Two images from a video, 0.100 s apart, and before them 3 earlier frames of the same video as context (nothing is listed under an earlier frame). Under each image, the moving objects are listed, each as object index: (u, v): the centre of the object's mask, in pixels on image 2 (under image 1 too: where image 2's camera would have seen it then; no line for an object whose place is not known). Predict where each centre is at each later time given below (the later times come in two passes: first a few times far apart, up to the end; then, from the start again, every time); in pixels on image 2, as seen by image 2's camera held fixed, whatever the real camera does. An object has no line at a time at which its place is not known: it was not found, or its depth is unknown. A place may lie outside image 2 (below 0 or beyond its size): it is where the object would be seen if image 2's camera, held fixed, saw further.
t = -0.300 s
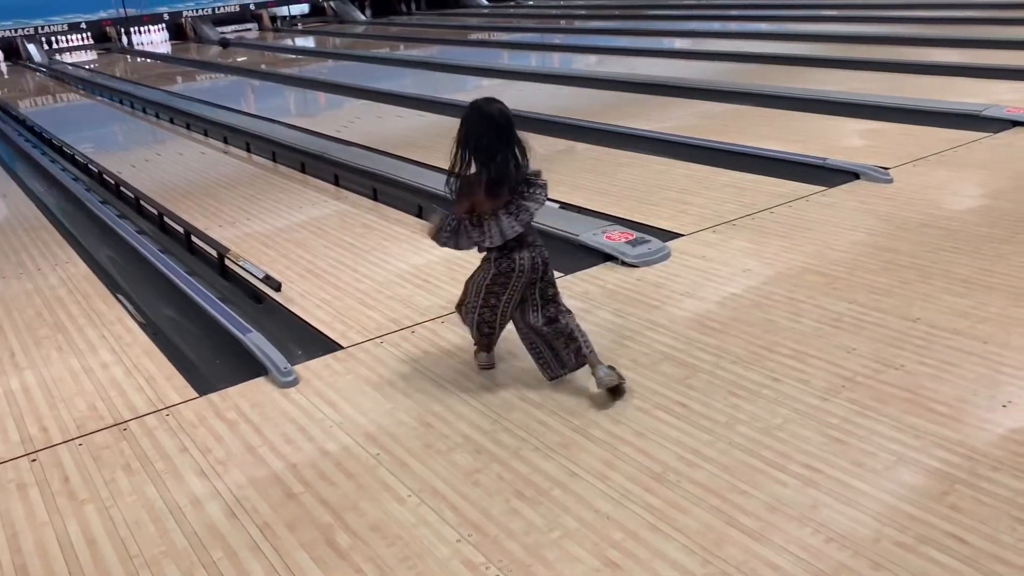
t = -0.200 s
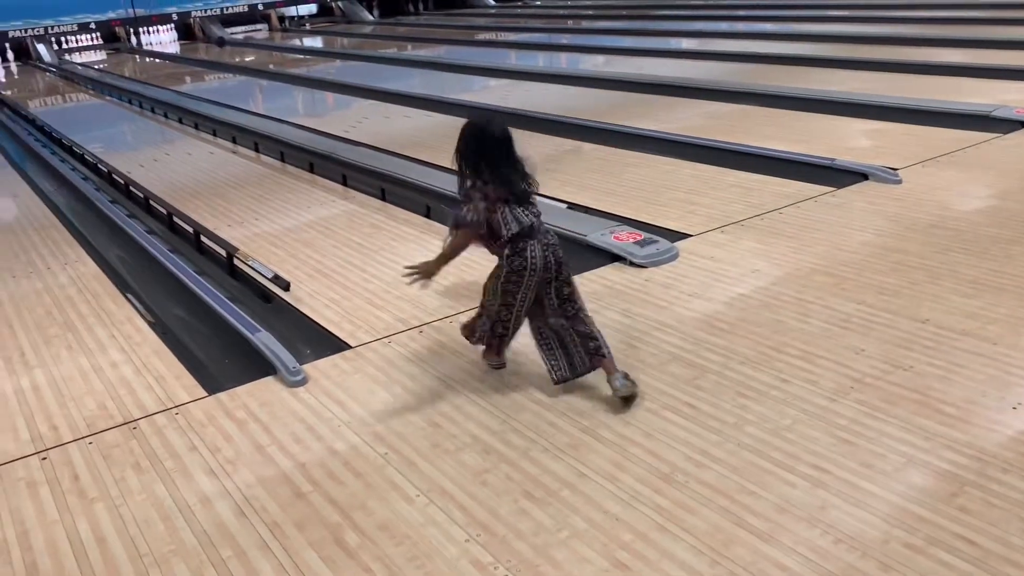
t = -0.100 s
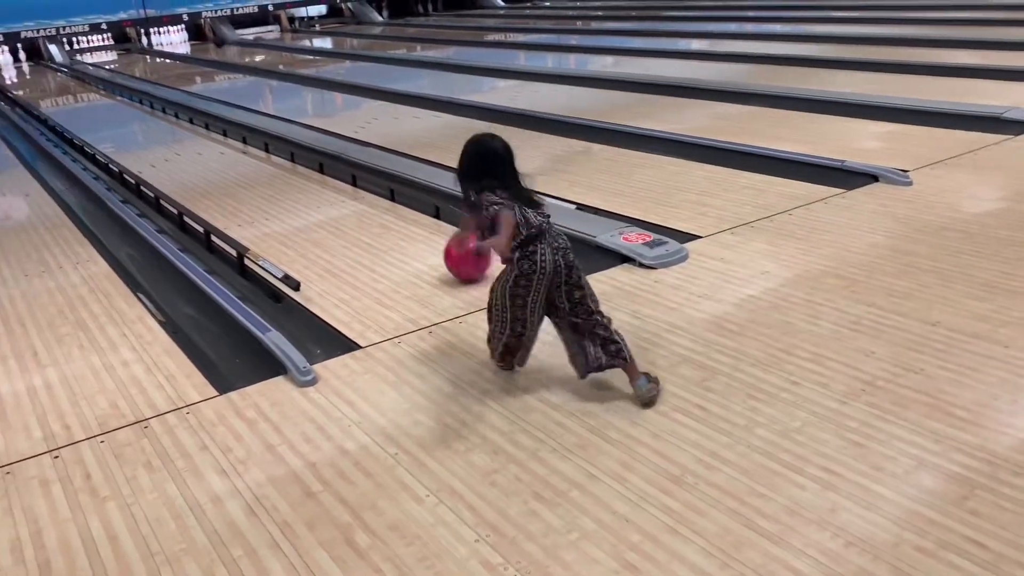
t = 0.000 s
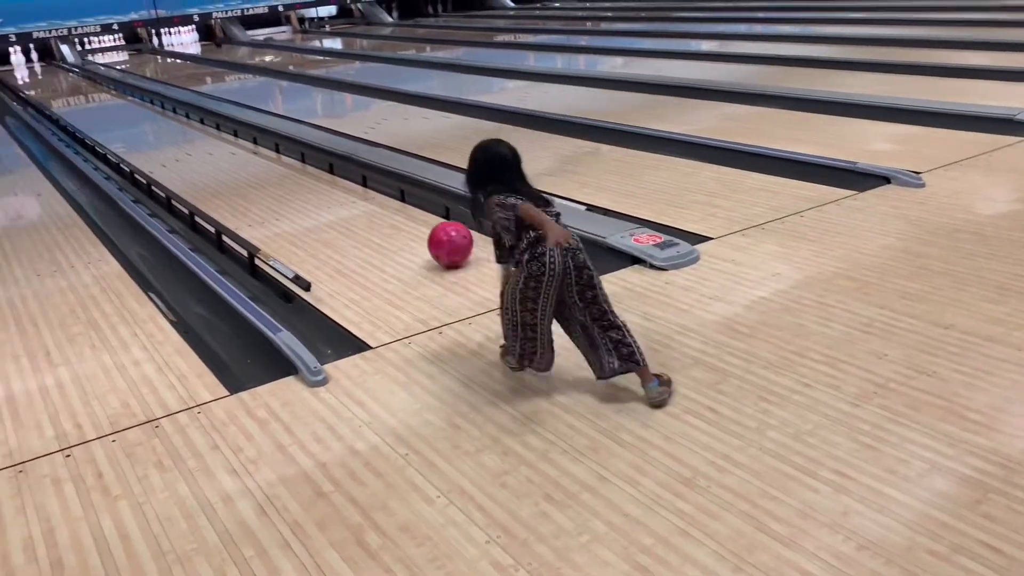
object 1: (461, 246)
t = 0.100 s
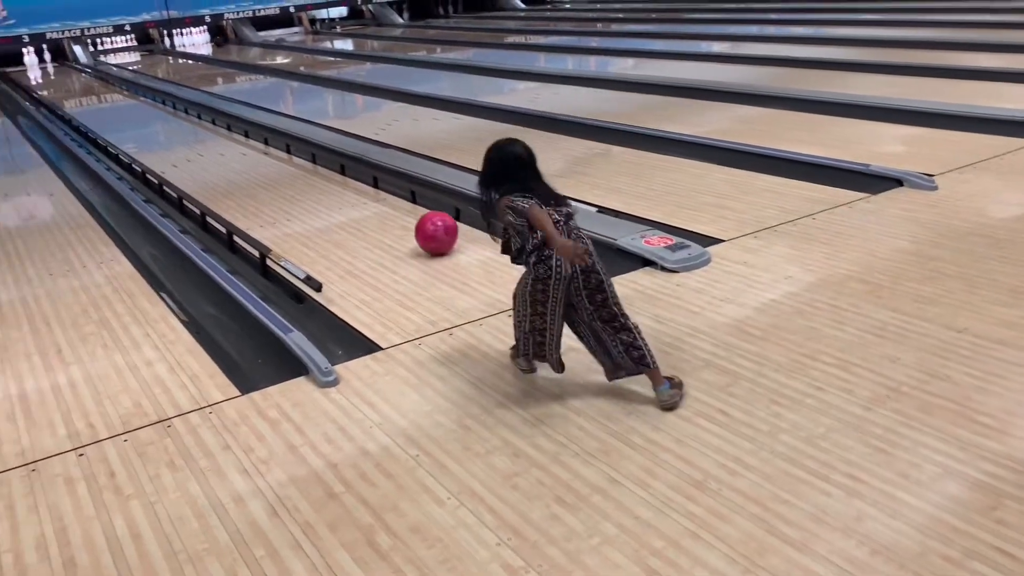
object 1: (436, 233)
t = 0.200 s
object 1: (414, 222)
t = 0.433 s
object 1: (371, 200)
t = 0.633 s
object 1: (341, 184)
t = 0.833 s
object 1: (315, 171)
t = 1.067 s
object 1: (290, 157)
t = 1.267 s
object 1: (272, 148)
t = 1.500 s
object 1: (253, 138)
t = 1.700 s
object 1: (240, 131)
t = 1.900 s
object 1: (227, 125)
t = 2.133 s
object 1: (210, 120)
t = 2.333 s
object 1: (198, 116)
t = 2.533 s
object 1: (187, 112)
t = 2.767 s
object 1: (178, 108)
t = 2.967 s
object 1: (170, 105)
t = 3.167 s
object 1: (164, 102)
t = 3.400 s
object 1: (157, 99)
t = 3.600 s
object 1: (152, 97)
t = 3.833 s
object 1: (145, 94)
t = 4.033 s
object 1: (140, 92)
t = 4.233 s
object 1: (135, 90)
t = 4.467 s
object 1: (129, 88)
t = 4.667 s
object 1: (123, 86)
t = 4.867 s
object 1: (119, 85)
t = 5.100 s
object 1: (114, 83)
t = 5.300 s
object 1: (109, 81)
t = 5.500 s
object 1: (105, 80)
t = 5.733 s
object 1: (101, 78)
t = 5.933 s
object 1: (97, 77)
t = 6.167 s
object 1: (93, 75)
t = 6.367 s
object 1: (89, 74)
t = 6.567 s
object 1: (86, 72)
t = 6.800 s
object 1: (83, 71)
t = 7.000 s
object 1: (79, 70)
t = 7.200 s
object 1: (77, 69)
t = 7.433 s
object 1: (75, 67)
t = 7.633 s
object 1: (72, 67)
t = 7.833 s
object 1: (69, 66)
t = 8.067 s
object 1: (65, 65)
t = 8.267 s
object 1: (63, 63)
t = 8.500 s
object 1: (60, 63)
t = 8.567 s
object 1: (59, 62)
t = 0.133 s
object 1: (429, 229)
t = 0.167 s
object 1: (422, 225)
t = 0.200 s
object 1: (414, 222)
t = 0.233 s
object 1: (408, 218)
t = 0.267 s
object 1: (401, 215)
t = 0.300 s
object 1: (395, 212)
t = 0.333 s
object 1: (388, 208)
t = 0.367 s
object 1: (382, 205)
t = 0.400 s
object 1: (377, 202)
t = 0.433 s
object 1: (371, 200)
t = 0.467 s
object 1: (366, 197)
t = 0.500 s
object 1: (360, 194)
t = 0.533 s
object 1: (355, 191)
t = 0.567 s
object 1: (350, 189)
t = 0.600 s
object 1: (345, 186)
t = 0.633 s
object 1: (341, 184)
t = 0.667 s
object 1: (336, 182)
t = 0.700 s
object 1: (331, 179)
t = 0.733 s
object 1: (327, 177)
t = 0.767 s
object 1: (323, 175)
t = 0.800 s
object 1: (319, 173)
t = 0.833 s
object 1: (315, 171)
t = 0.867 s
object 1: (311, 169)
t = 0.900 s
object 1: (307, 167)
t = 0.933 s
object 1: (304, 165)
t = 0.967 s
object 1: (300, 163)
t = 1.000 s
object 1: (297, 161)
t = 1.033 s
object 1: (293, 159)
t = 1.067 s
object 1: (290, 157)
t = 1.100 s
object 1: (287, 155)
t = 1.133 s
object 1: (284, 154)
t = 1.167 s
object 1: (281, 152)
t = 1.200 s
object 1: (278, 151)
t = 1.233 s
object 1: (275, 149)
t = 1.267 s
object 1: (272, 148)
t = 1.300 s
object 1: (269, 146)
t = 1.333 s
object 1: (266, 145)
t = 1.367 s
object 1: (264, 143)
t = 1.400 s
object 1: (261, 142)
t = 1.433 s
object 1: (258, 141)
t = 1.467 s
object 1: (256, 139)
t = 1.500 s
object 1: (253, 138)
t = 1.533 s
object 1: (251, 137)
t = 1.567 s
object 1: (249, 136)
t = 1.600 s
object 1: (246, 134)
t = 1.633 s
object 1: (244, 133)
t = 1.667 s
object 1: (242, 132)
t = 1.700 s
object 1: (240, 131)
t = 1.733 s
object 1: (237, 130)
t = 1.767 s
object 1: (236, 129)
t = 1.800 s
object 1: (234, 128)
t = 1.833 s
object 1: (232, 127)
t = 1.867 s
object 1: (229, 126)
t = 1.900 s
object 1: (227, 125)
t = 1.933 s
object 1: (225, 124)
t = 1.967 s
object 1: (223, 124)
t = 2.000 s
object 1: (220, 123)
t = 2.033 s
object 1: (218, 122)
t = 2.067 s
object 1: (216, 122)
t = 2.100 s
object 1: (213, 121)
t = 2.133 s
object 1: (210, 120)
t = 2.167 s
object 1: (208, 119)
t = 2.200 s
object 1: (206, 118)
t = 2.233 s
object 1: (204, 118)
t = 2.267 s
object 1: (202, 117)
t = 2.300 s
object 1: (200, 116)
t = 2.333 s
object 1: (198, 116)
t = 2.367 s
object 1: (196, 115)
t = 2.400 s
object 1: (195, 114)
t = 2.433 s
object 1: (193, 114)
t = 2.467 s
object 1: (191, 113)
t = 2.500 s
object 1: (189, 113)
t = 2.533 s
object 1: (187, 112)
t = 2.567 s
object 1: (186, 111)
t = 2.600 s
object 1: (184, 111)
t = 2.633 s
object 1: (183, 110)
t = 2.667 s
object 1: (181, 110)
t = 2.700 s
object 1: (179, 109)
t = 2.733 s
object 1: (178, 109)
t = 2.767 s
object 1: (178, 108)
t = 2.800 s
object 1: (176, 108)
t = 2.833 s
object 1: (174, 107)
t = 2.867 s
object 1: (173, 106)
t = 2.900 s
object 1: (172, 106)
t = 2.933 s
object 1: (171, 106)
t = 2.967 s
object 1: (170, 105)
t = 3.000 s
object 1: (169, 104)
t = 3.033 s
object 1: (168, 104)
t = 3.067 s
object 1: (167, 104)
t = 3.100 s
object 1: (166, 103)
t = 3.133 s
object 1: (164, 102)
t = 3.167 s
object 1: (164, 102)
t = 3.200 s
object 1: (162, 102)
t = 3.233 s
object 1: (162, 101)
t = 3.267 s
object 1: (161, 101)
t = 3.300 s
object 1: (160, 101)
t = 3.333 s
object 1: (158, 100)
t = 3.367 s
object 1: (158, 100)
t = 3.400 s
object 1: (157, 99)
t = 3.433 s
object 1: (156, 99)
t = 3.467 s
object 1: (155, 98)
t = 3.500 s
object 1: (154, 98)
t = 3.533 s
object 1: (153, 98)
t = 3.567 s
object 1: (153, 98)
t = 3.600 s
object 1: (152, 97)
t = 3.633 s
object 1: (150, 97)
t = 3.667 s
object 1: (150, 96)
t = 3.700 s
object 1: (149, 96)
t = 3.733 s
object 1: (148, 95)
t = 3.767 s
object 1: (147, 95)
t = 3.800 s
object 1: (146, 94)
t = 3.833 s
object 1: (145, 94)
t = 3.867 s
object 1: (144, 94)
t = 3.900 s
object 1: (143, 93)
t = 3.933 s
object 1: (143, 93)
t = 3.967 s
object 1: (142, 93)
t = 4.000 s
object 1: (141, 92)
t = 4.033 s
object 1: (140, 92)
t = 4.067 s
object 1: (139, 92)
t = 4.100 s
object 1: (138, 91)
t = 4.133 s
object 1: (137, 91)
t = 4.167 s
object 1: (136, 91)
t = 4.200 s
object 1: (135, 90)
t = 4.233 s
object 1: (135, 90)
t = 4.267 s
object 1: (133, 90)
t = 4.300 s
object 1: (133, 90)
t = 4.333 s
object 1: (132, 89)
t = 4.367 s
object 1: (130, 89)
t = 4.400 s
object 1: (130, 89)
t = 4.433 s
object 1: (129, 88)
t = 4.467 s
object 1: (129, 88)
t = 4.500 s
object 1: (128, 88)
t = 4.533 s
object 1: (127, 88)
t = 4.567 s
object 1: (126, 87)
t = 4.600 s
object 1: (125, 87)
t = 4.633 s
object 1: (125, 87)
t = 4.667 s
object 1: (123, 86)
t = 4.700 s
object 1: (123, 86)
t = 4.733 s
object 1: (122, 86)
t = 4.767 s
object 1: (122, 86)
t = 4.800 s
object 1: (120, 86)
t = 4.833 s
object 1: (120, 85)
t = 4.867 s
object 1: (119, 85)
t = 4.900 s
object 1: (119, 85)
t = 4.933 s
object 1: (117, 84)
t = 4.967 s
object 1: (116, 84)
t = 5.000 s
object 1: (116, 84)
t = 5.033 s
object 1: (115, 83)
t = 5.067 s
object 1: (115, 83)
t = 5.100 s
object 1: (114, 83)
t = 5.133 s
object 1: (114, 83)
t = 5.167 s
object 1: (112, 82)
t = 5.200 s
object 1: (113, 82)
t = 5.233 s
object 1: (111, 82)
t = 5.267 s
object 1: (109, 82)
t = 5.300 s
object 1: (109, 81)
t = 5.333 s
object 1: (108, 81)
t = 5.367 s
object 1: (108, 81)
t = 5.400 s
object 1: (108, 81)
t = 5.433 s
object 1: (106, 80)
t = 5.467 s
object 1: (105, 80)
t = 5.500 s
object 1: (105, 80)
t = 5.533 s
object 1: (105, 80)
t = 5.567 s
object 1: (104, 79)
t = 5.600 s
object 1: (104, 79)
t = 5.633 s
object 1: (103, 79)
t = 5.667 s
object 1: (102, 78)
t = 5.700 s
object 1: (102, 78)
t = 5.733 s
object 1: (101, 78)
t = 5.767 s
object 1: (100, 78)
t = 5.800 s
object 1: (100, 77)
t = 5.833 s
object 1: (99, 77)
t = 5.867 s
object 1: (98, 77)
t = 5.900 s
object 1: (98, 77)
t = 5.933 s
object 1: (97, 77)
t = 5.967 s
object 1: (96, 76)
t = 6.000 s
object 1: (95, 76)
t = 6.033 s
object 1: (95, 76)
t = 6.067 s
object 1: (94, 76)
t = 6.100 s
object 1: (94, 76)
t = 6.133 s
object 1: (94, 76)
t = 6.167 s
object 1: (93, 75)
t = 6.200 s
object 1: (93, 75)
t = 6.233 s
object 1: (92, 75)
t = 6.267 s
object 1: (91, 74)
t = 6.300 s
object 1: (90, 74)
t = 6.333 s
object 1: (89, 74)
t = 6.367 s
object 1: (89, 74)
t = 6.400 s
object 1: (88, 73)
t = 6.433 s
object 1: (88, 73)
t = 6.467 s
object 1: (88, 73)
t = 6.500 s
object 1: (87, 73)
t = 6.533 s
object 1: (86, 72)
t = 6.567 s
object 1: (86, 72)
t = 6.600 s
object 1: (85, 72)
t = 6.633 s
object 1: (85, 72)
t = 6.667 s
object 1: (84, 72)
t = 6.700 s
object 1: (83, 71)
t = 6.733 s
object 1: (83, 71)
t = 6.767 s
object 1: (82, 71)
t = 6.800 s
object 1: (83, 71)
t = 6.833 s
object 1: (82, 70)
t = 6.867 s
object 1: (82, 70)
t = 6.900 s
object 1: (82, 70)
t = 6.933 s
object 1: (79, 70)
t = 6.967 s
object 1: (79, 70)
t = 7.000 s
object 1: (79, 70)
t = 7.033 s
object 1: (78, 69)
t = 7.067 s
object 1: (78, 69)
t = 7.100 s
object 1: (78, 69)
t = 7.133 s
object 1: (77, 69)
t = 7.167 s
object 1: (77, 69)
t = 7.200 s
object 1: (77, 69)
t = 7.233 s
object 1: (77, 69)
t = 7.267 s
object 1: (76, 68)
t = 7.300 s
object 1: (76, 68)
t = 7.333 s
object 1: (76, 68)
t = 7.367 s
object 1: (75, 68)
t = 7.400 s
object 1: (75, 68)
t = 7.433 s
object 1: (75, 67)
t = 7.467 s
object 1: (74, 67)
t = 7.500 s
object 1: (73, 67)
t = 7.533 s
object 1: (73, 67)
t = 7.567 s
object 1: (73, 67)
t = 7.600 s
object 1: (72, 67)
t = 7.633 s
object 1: (72, 67)
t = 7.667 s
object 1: (71, 67)
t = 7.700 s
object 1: (70, 66)
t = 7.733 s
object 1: (70, 66)
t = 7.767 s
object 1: (70, 66)
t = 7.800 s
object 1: (69, 66)
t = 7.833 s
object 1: (69, 66)
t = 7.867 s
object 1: (68, 65)
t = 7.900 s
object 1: (67, 66)
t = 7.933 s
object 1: (65, 65)
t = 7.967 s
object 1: (65, 65)
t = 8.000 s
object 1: (65, 65)
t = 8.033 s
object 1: (65, 65)
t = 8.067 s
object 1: (65, 65)
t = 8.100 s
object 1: (65, 64)
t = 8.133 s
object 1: (64, 64)
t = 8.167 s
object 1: (64, 64)
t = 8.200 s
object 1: (64, 64)
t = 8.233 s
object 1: (63, 63)
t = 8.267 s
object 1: (63, 63)
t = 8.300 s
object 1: (63, 63)
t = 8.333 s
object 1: (62, 63)
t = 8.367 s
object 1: (62, 63)
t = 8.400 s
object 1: (60, 63)
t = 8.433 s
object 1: (60, 63)
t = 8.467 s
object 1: (61, 63)
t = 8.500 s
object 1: (60, 63)
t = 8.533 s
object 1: (59, 62)
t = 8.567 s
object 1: (59, 62)
